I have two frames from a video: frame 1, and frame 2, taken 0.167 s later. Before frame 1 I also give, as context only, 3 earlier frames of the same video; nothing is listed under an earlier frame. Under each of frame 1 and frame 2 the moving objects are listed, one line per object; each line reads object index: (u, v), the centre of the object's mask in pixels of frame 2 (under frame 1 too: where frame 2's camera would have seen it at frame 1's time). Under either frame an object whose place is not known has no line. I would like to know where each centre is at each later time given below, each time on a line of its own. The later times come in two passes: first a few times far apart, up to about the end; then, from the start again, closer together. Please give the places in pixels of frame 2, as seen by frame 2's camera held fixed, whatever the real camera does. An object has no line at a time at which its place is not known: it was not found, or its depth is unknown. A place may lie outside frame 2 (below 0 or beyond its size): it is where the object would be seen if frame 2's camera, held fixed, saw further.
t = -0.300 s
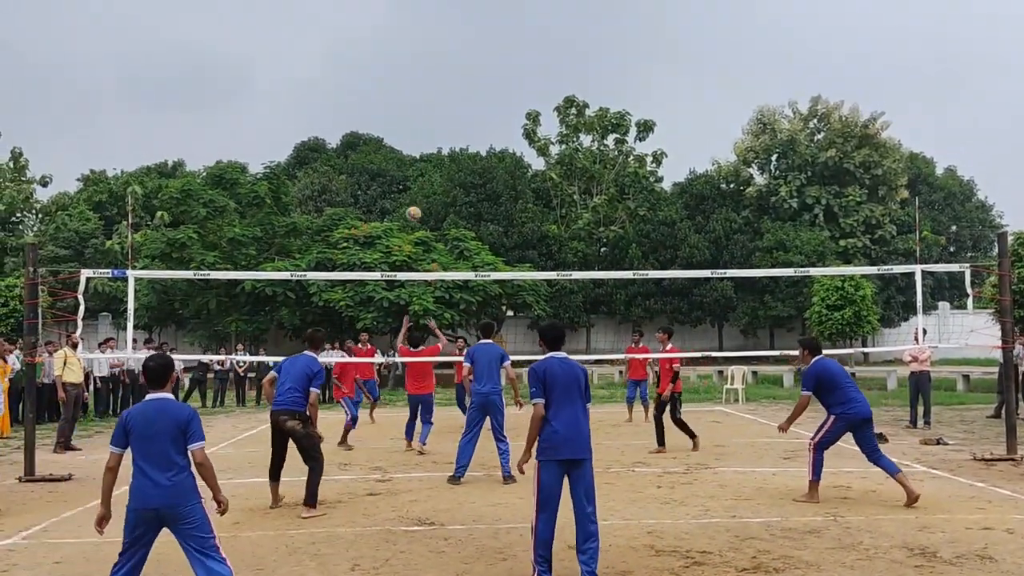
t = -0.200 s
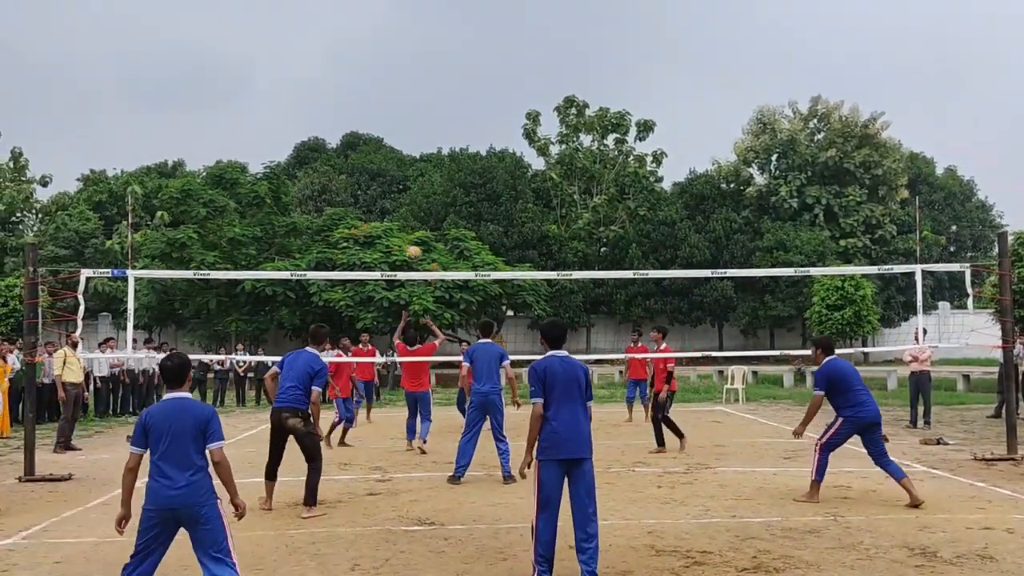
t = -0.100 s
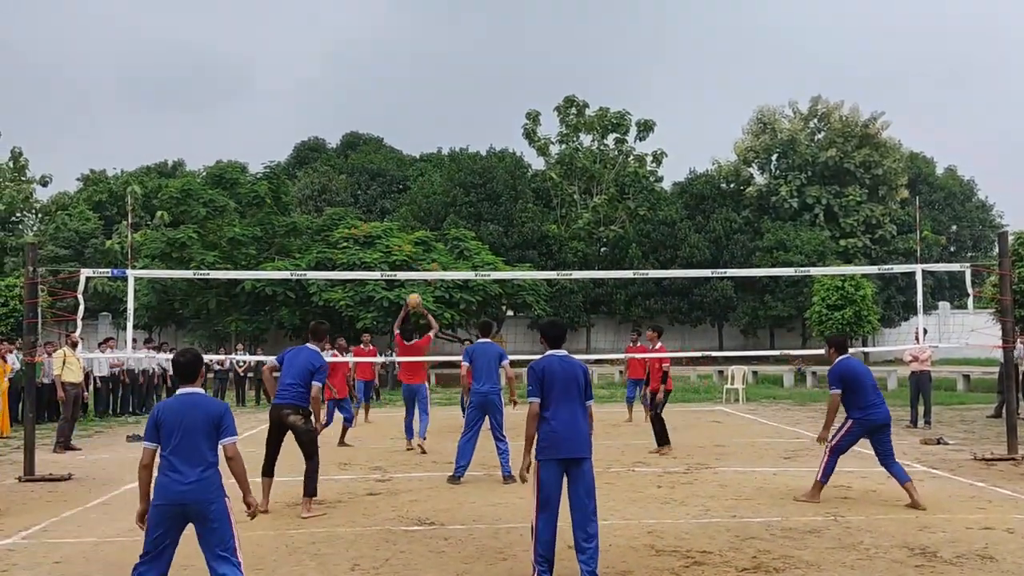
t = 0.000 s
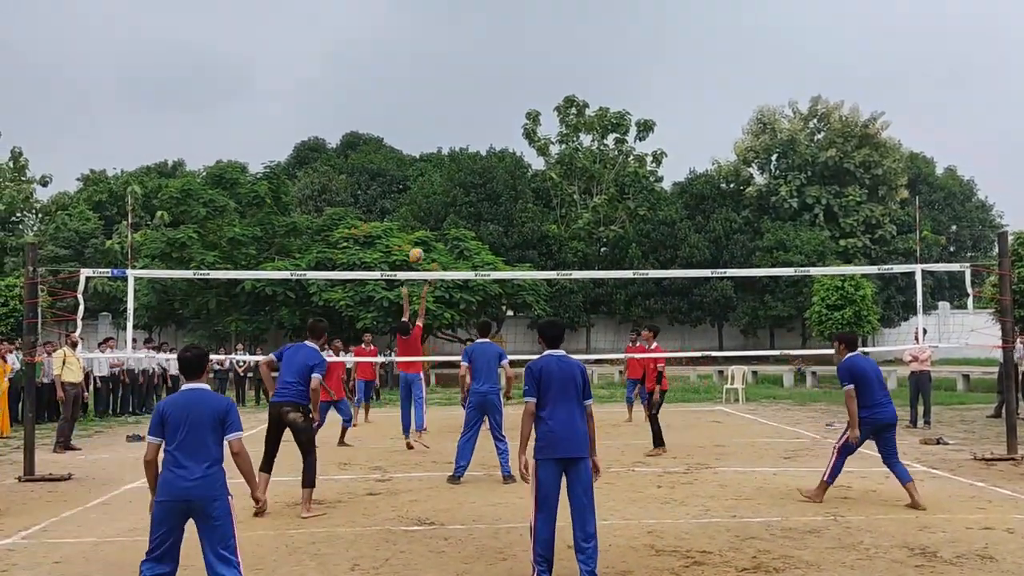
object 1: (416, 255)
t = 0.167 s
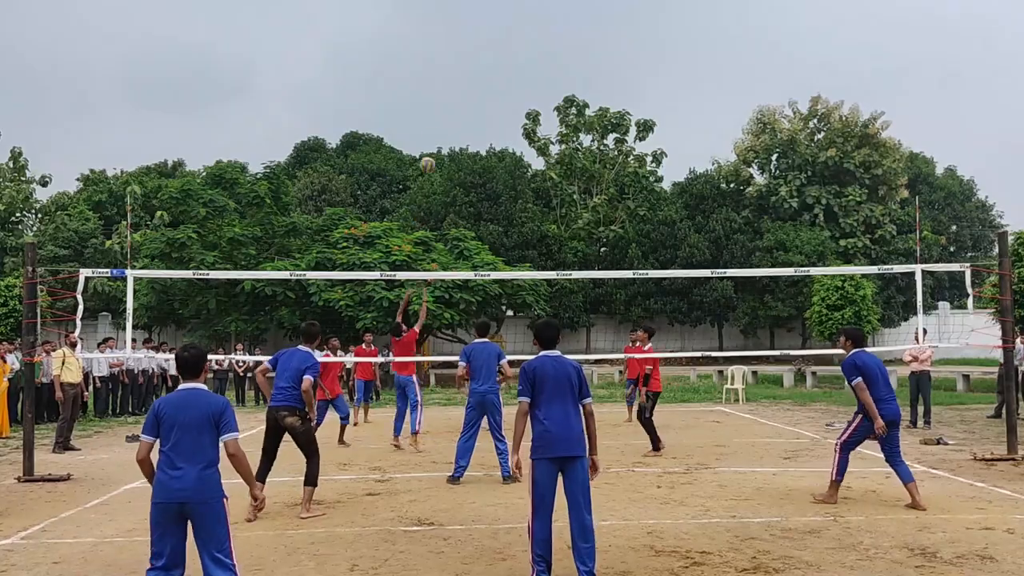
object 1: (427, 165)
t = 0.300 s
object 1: (437, 108)
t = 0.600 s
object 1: (458, 26)
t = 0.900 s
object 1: (480, 7)
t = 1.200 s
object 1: (502, 53)
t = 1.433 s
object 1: (519, 133)
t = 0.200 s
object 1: (429, 149)
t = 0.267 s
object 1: (434, 121)
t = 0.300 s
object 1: (437, 108)
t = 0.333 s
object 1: (439, 95)
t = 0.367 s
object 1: (442, 84)
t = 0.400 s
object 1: (444, 73)
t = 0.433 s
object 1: (446, 63)
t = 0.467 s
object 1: (448, 54)
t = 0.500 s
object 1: (451, 46)
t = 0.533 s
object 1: (453, 39)
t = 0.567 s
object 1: (455, 32)
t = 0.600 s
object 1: (458, 26)
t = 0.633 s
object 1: (460, 22)
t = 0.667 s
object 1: (462, 17)
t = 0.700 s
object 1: (465, 14)
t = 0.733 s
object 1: (467, 11)
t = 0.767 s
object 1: (470, 9)
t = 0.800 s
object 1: (472, 7)
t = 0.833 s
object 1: (475, 7)
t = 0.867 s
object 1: (477, 7)
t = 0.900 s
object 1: (480, 7)
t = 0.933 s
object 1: (482, 9)
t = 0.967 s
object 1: (484, 12)
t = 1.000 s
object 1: (487, 15)
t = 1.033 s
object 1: (489, 20)
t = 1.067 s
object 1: (492, 25)
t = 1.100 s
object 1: (494, 31)
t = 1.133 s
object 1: (497, 37)
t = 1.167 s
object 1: (500, 45)
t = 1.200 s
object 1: (502, 53)
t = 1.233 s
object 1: (504, 62)
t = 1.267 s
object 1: (507, 72)
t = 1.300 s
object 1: (509, 82)
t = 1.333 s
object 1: (512, 93)
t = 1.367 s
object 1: (514, 106)
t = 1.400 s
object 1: (516, 119)
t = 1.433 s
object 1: (519, 133)
